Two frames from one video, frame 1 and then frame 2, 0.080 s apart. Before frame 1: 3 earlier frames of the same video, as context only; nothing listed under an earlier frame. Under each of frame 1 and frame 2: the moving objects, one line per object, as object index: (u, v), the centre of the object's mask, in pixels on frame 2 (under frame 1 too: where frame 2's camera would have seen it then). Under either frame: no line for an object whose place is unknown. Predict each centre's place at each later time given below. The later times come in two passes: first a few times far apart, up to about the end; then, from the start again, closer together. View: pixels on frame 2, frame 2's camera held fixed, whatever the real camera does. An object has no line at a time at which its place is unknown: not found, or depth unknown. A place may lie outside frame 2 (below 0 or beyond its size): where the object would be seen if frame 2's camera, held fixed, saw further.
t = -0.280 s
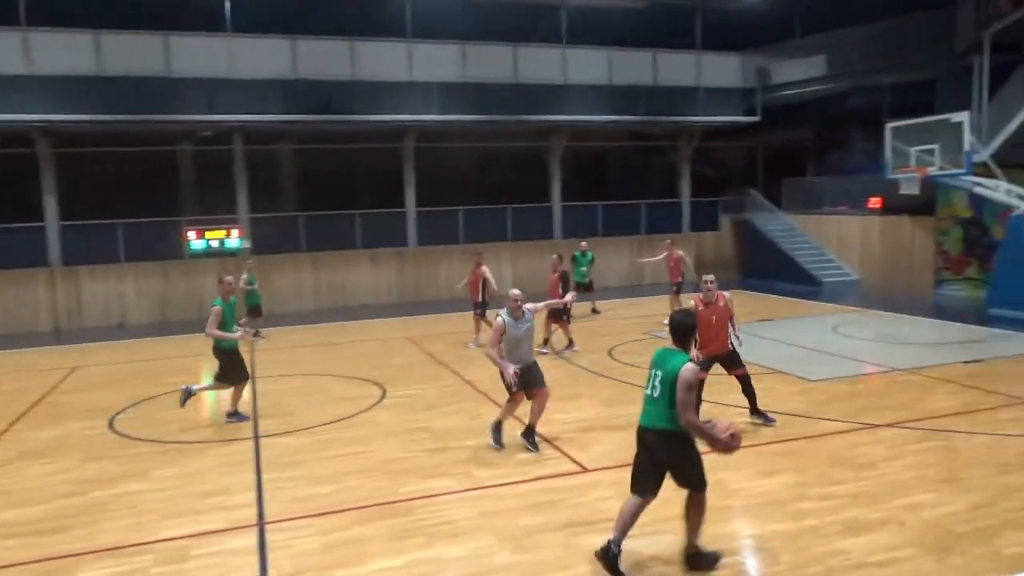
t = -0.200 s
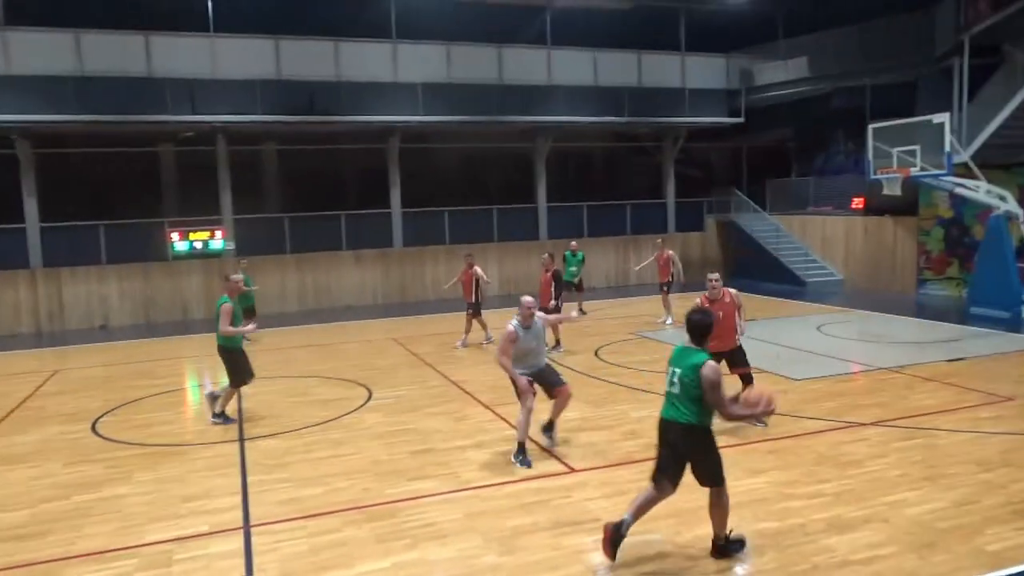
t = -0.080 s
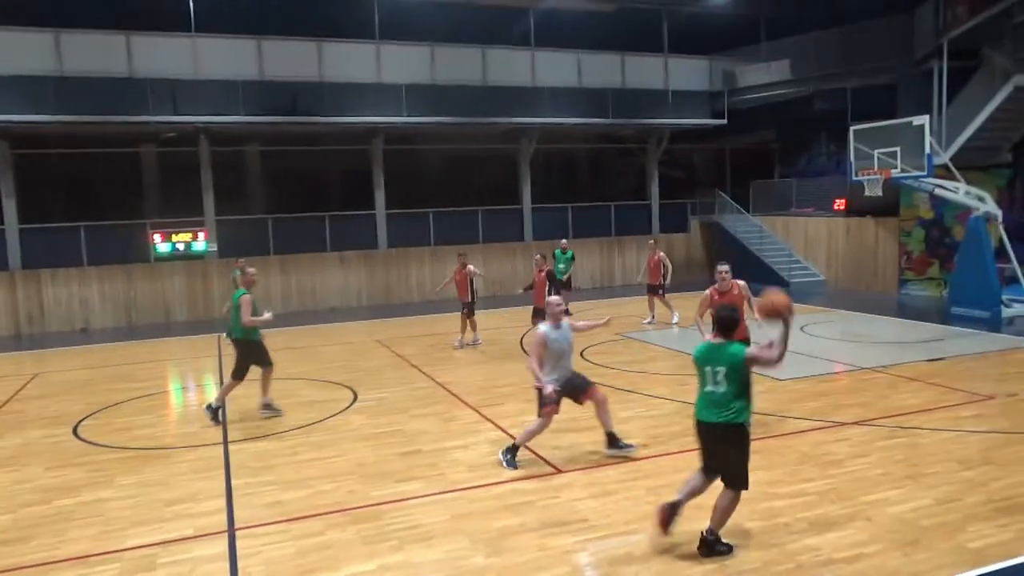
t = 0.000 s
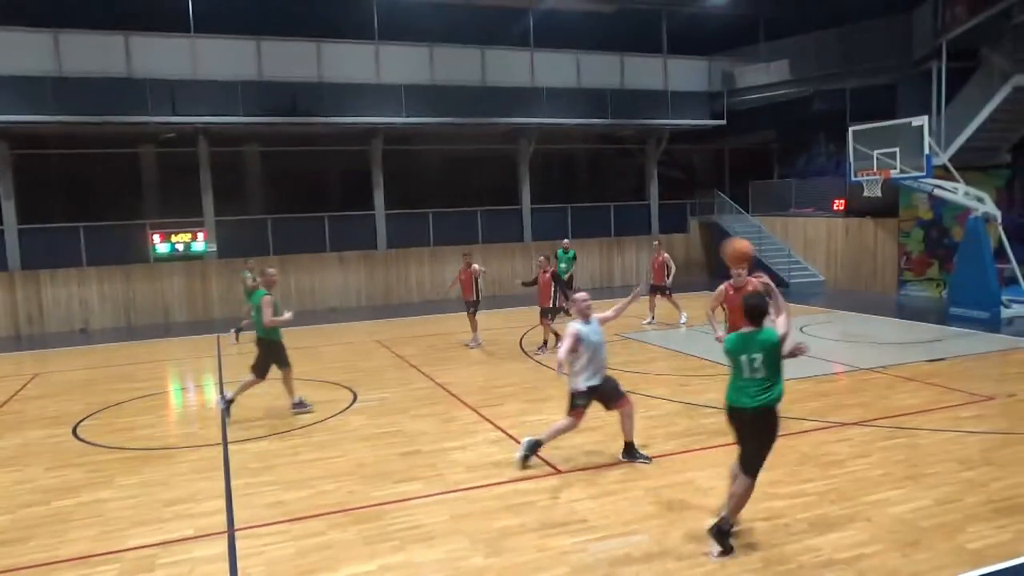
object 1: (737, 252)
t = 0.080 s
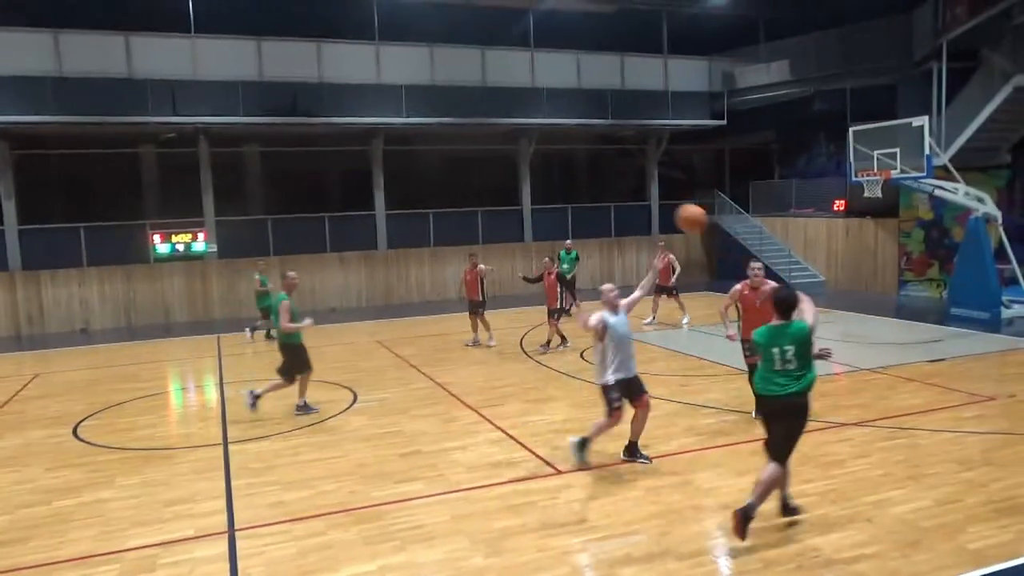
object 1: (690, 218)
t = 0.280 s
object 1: (596, 174)
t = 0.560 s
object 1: (506, 183)
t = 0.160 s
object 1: (649, 194)
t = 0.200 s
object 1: (630, 185)
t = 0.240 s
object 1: (613, 179)
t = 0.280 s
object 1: (596, 174)
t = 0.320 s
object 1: (581, 172)
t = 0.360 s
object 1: (566, 170)
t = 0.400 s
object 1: (553, 170)
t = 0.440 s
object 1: (540, 172)
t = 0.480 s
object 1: (528, 175)
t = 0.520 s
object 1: (517, 178)
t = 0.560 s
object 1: (506, 183)
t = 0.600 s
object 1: (496, 189)
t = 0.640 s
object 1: (486, 196)
